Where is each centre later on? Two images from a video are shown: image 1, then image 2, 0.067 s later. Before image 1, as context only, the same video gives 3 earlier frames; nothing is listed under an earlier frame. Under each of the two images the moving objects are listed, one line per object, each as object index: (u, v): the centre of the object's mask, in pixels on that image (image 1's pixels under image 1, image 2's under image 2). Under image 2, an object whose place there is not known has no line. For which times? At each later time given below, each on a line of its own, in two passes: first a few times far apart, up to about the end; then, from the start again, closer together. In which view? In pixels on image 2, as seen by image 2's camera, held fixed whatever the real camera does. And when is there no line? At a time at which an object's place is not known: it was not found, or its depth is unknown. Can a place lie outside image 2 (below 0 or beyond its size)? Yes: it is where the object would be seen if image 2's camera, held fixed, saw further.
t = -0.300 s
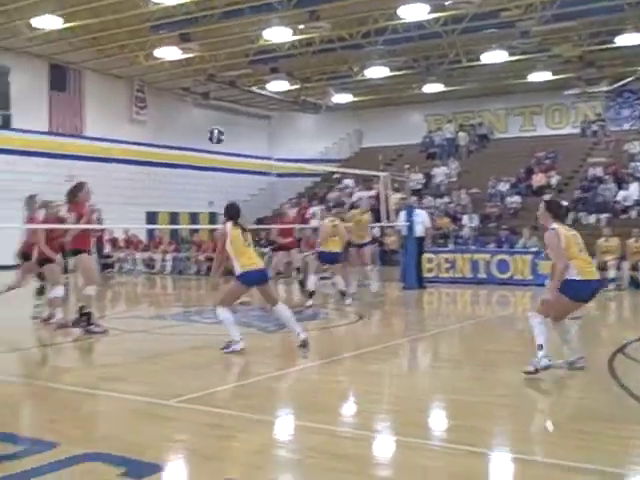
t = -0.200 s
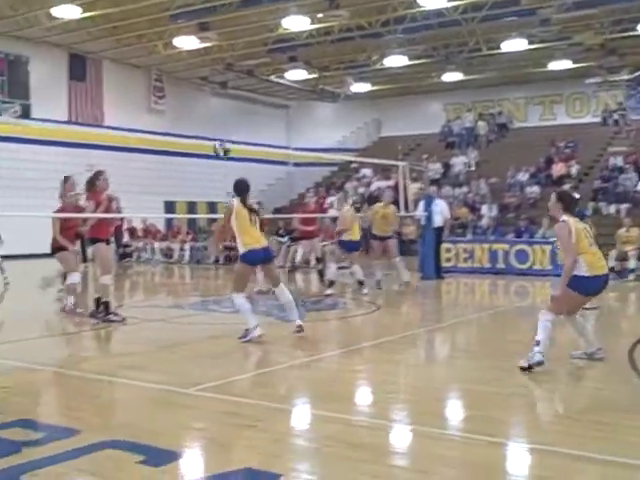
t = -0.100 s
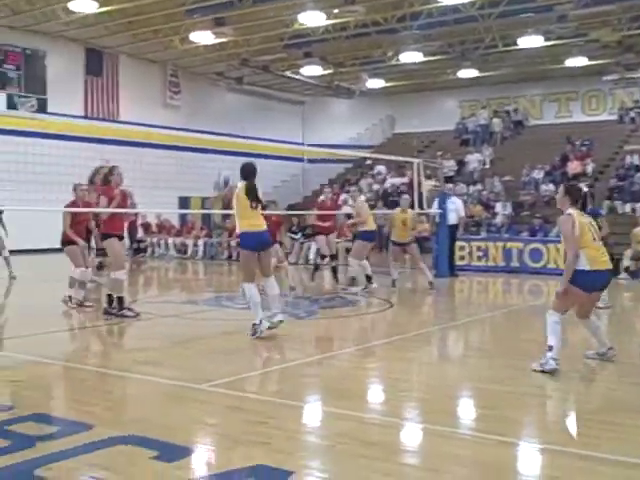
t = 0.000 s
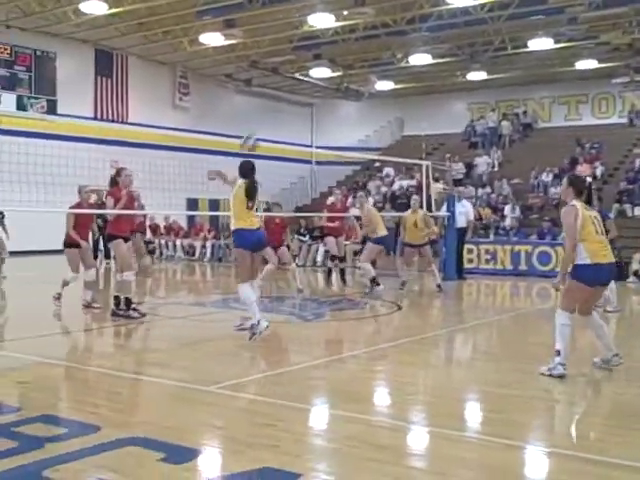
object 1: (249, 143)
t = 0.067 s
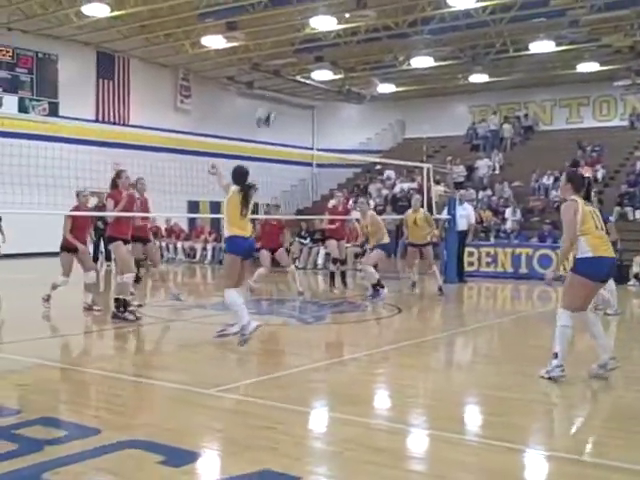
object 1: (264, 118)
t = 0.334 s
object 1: (313, 47)
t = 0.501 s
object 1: (338, 39)
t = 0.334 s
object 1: (313, 47)
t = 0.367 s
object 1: (318, 45)
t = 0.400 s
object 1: (323, 42)
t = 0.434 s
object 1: (328, 41)
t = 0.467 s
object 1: (334, 39)
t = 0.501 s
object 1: (338, 39)
